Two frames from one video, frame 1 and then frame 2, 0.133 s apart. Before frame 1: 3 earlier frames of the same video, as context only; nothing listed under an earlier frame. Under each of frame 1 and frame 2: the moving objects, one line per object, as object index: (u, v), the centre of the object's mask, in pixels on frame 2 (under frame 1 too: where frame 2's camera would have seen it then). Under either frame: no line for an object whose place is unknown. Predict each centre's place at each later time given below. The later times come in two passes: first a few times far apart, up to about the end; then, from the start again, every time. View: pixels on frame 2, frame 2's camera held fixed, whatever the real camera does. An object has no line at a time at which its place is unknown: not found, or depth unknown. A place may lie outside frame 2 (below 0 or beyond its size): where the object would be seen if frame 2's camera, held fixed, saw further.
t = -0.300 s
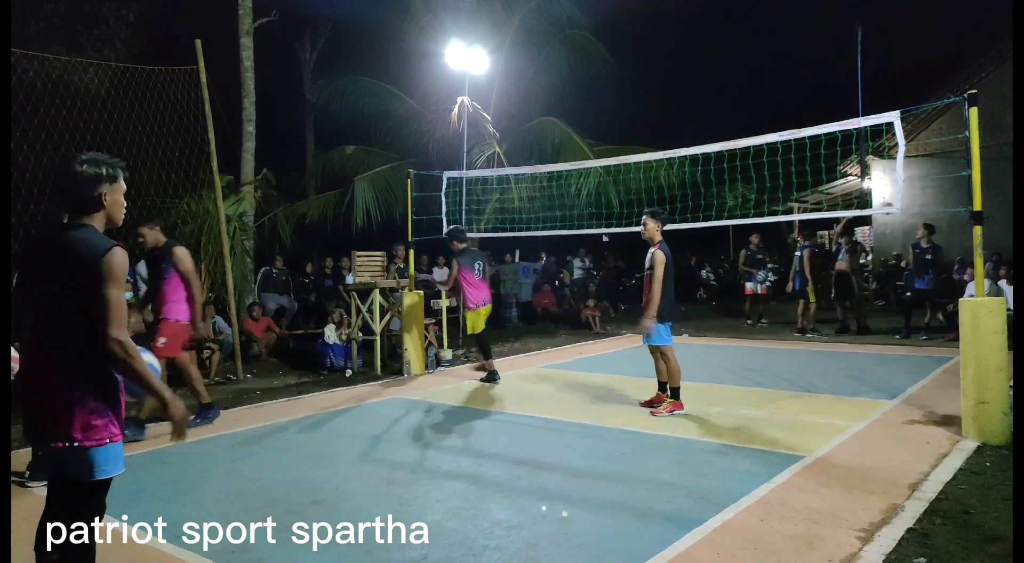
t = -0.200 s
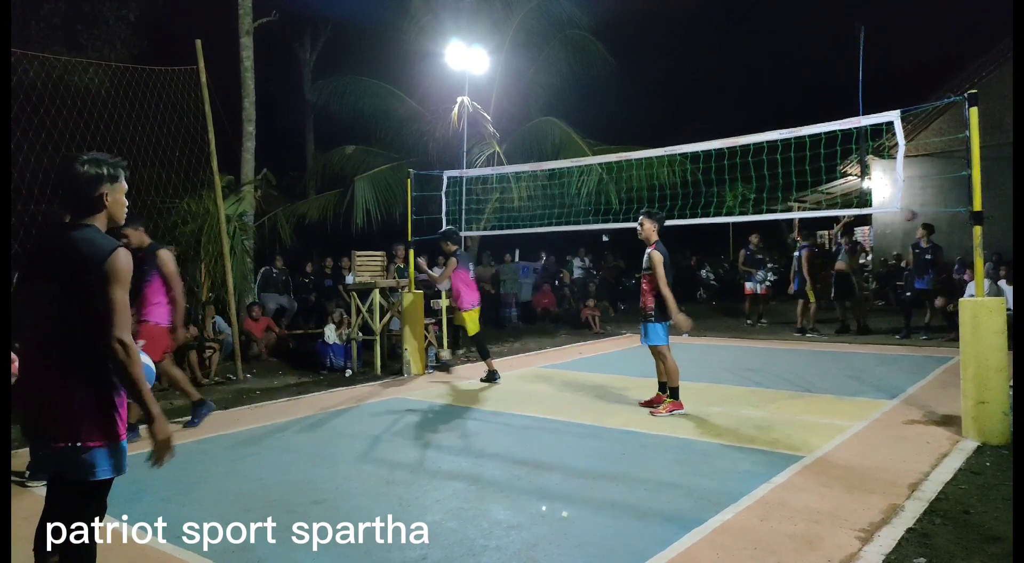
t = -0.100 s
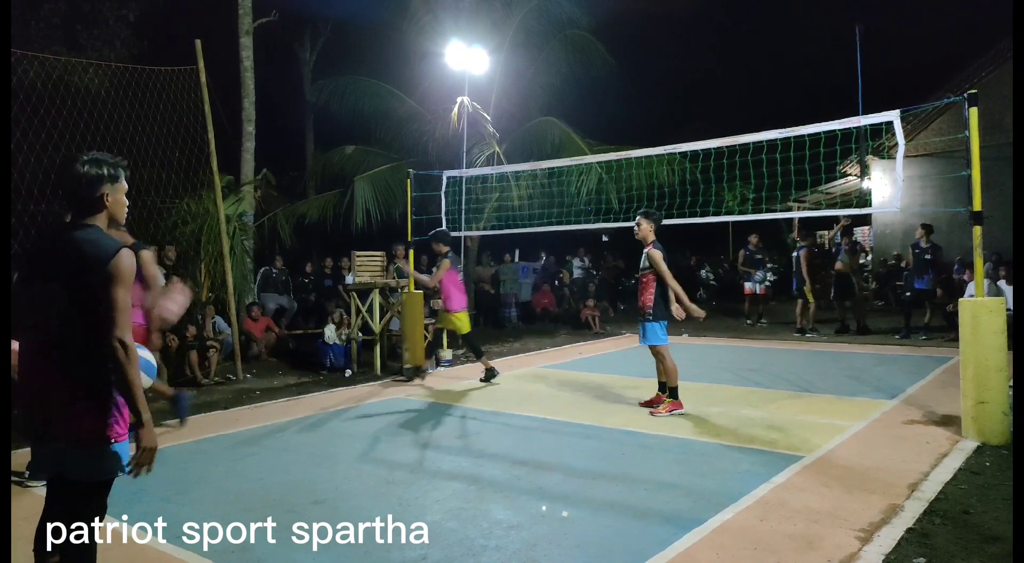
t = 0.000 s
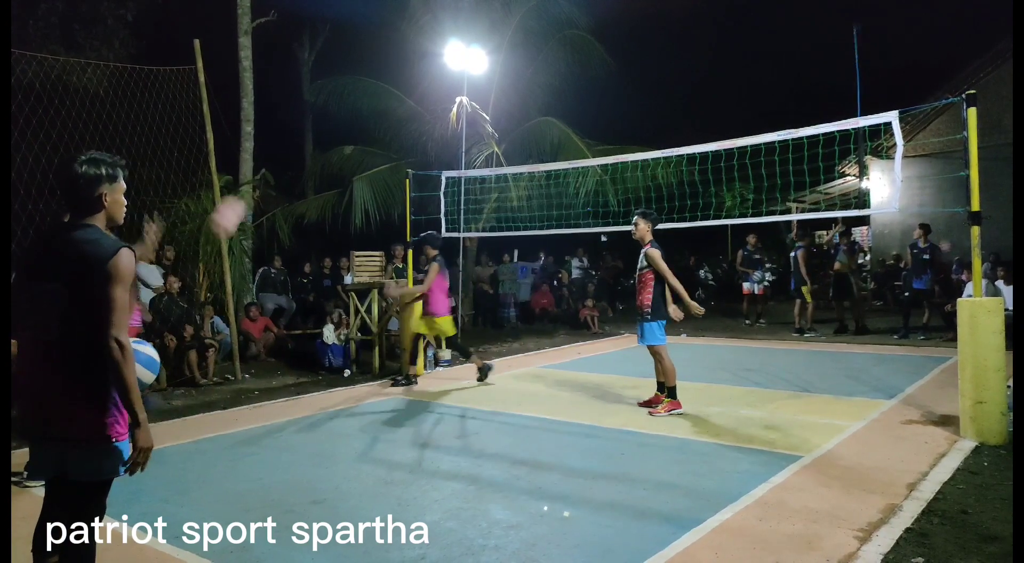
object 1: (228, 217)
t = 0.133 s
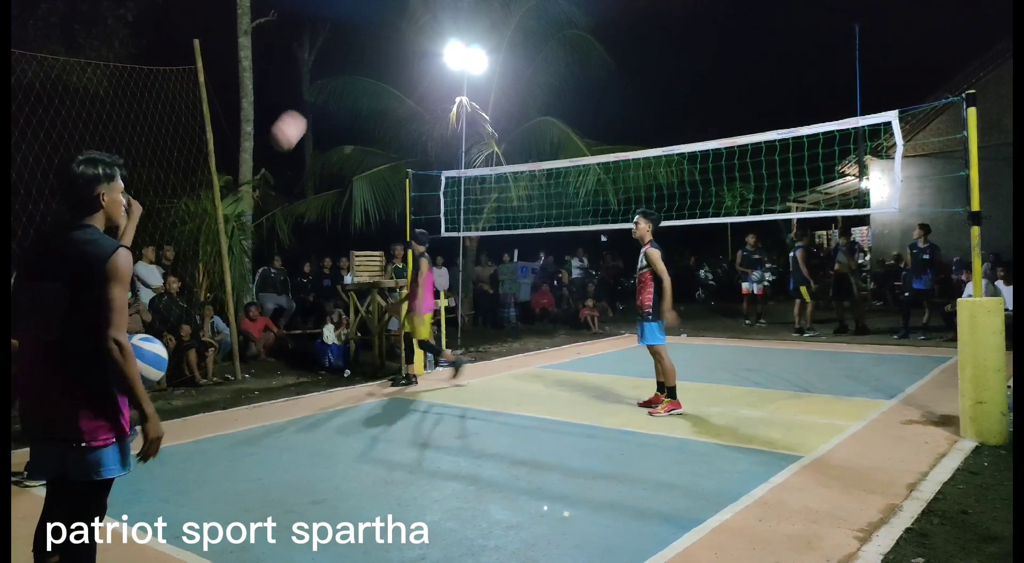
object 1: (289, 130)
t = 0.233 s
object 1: (330, 85)
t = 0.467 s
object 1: (418, 42)
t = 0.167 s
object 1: (302, 114)
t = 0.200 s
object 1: (316, 98)
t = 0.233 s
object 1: (330, 85)
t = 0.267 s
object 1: (342, 74)
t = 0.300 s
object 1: (356, 65)
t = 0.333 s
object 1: (369, 57)
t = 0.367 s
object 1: (381, 50)
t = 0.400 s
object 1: (393, 46)
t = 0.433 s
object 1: (406, 43)
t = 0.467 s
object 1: (418, 42)
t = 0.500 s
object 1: (430, 41)
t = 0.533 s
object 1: (439, 40)
